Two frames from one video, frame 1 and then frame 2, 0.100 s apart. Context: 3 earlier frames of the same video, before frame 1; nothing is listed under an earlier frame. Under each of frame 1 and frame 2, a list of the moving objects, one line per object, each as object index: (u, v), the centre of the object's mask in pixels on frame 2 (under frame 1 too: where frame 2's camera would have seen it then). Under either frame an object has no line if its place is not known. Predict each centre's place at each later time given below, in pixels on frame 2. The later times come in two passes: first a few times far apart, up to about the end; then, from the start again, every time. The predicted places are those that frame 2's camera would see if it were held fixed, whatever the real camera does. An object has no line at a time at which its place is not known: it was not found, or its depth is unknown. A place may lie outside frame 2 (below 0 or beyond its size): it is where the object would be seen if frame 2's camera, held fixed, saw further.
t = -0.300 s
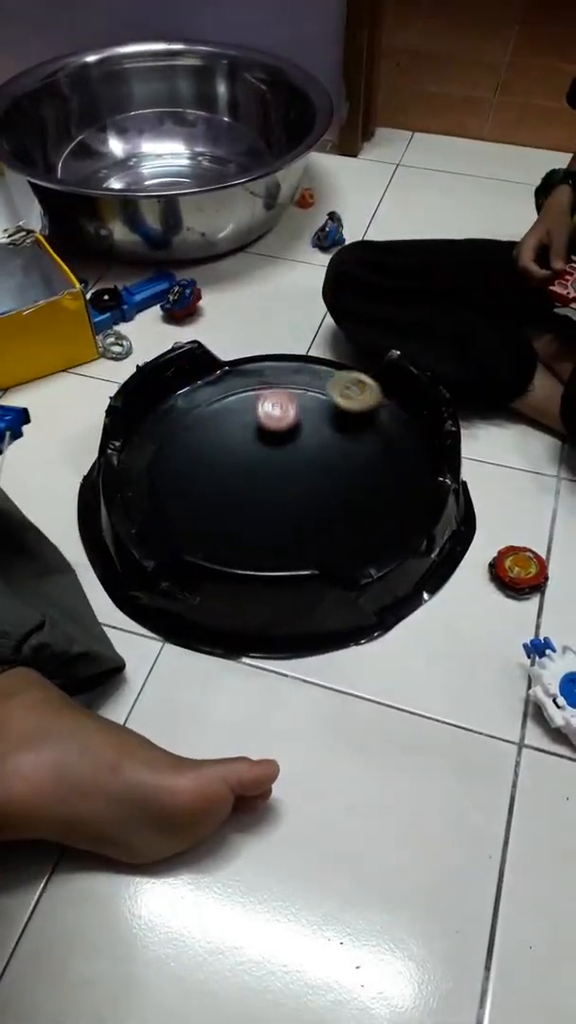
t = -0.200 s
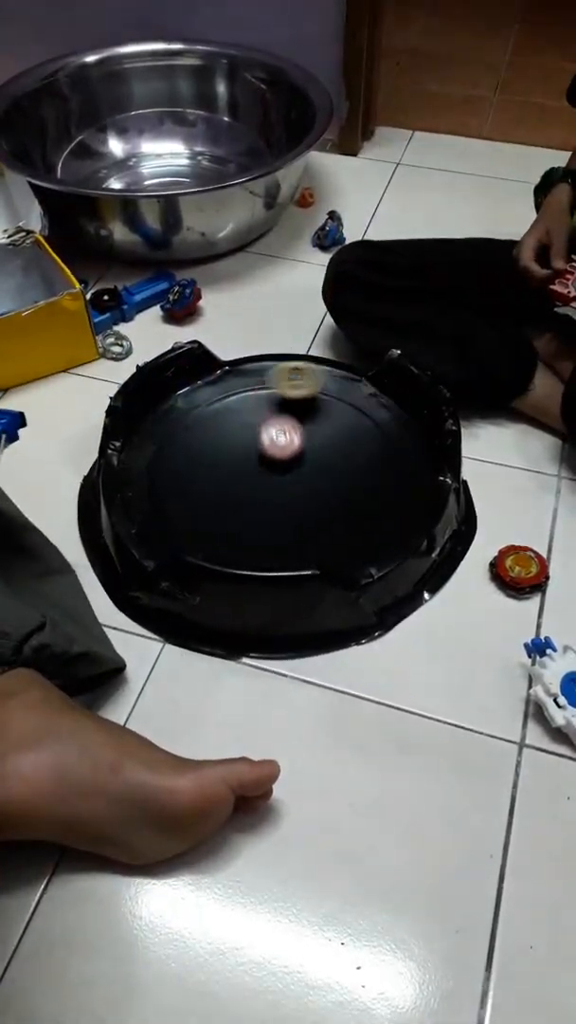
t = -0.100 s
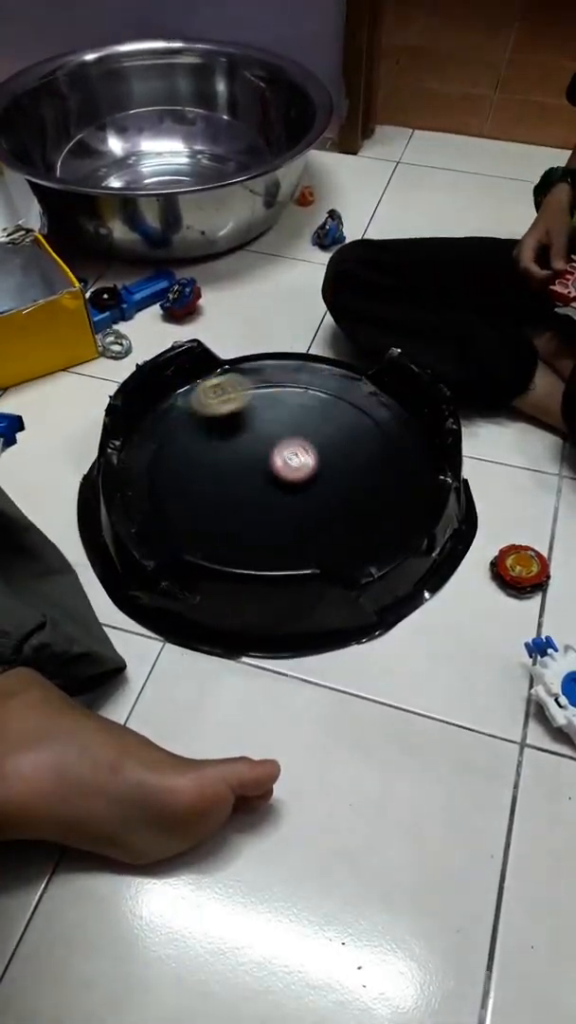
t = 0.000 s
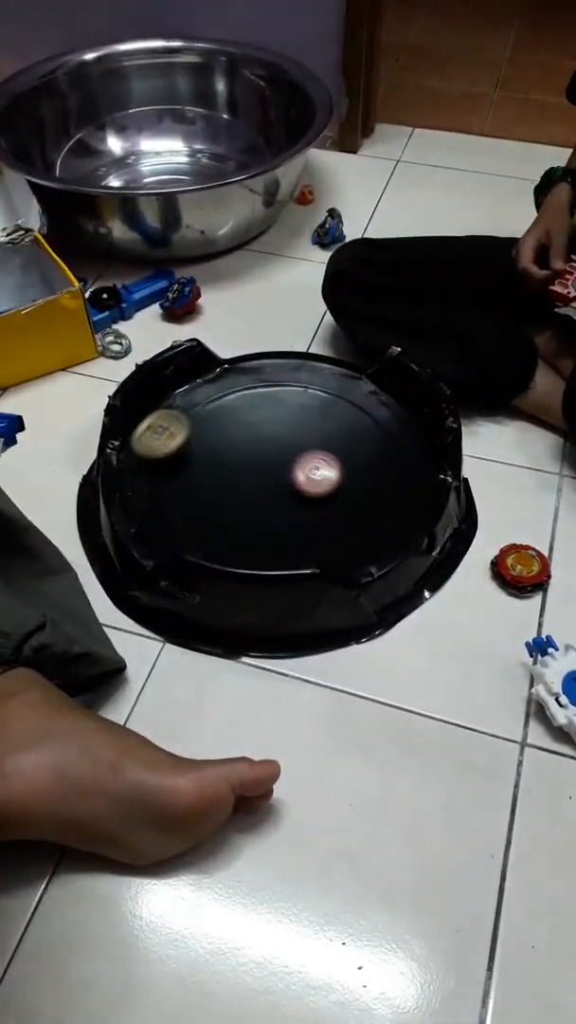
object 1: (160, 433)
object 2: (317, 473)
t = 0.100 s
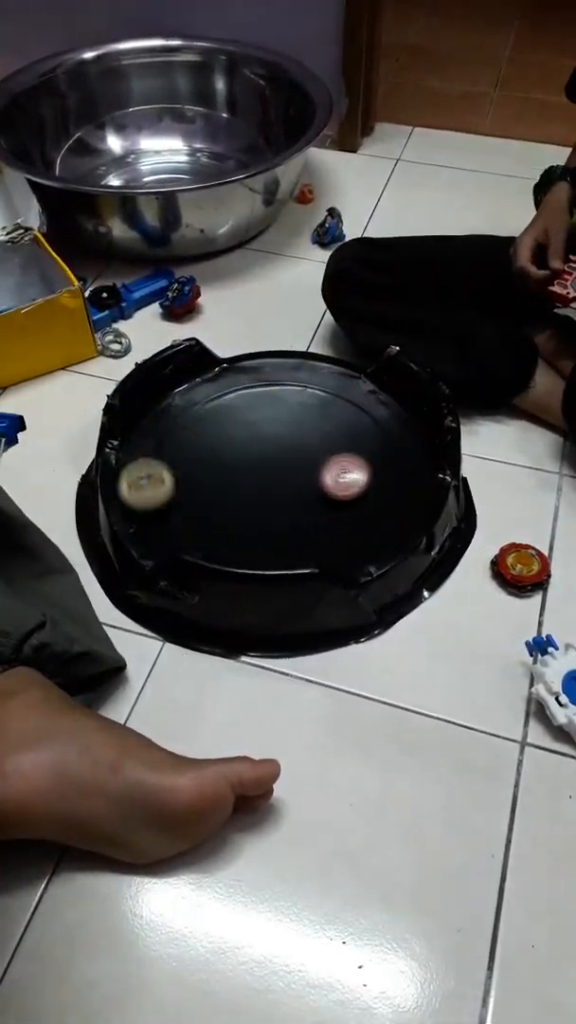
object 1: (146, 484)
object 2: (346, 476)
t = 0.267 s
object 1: (220, 538)
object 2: (385, 462)
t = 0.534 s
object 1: (370, 465)
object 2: (375, 423)
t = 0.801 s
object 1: (291, 470)
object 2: (286, 363)
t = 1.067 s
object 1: (239, 531)
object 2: (210, 458)
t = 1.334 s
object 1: (325, 524)
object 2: (258, 545)
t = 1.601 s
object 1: (271, 429)
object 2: (347, 522)
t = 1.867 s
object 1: (144, 441)
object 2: (327, 476)
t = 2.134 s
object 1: (176, 509)
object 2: (243, 473)
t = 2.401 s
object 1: (309, 484)
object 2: (199, 492)
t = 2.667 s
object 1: (283, 378)
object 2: (208, 507)
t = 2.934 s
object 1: (185, 424)
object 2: (243, 494)
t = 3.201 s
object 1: (245, 502)
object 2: (311, 456)
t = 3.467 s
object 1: (348, 451)
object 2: (307, 407)
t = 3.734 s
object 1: (297, 419)
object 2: (253, 399)
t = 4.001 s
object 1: (302, 505)
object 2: (193, 422)
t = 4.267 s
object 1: (360, 495)
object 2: (220, 486)
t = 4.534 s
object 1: (298, 464)
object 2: (300, 508)
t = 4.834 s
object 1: (193, 491)
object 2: (350, 476)
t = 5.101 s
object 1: (220, 523)
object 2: (311, 457)
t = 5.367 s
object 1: (283, 491)
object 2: (251, 444)
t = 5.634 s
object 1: (269, 442)
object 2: (202, 442)
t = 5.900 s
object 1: (259, 446)
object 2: (155, 459)
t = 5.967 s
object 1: (267, 448)
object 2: (154, 466)
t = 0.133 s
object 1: (152, 502)
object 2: (355, 475)
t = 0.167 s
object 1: (162, 520)
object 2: (364, 473)
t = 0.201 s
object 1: (178, 530)
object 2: (371, 470)
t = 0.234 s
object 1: (199, 532)
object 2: (379, 466)
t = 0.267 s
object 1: (220, 538)
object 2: (385, 462)
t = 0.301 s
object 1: (245, 535)
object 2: (390, 459)
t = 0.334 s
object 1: (270, 532)
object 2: (394, 455)
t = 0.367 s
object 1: (293, 525)
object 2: (395, 451)
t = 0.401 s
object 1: (317, 515)
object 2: (392, 448)
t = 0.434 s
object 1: (339, 502)
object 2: (386, 445)
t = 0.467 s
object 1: (356, 486)
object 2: (380, 443)
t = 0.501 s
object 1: (366, 472)
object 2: (377, 434)
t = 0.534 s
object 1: (370, 465)
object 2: (375, 423)
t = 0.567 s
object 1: (369, 457)
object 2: (371, 414)
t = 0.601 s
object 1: (364, 448)
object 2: (363, 409)
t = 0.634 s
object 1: (356, 450)
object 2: (352, 393)
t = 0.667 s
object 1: (344, 454)
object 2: (340, 378)
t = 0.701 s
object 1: (331, 457)
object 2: (326, 368)
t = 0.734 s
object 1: (318, 461)
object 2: (311, 362)
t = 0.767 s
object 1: (304, 465)
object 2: (297, 360)
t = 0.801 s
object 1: (291, 470)
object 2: (286, 363)
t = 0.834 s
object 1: (277, 477)
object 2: (274, 370)
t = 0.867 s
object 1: (265, 484)
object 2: (264, 379)
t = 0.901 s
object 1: (254, 492)
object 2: (253, 390)
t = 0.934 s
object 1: (246, 500)
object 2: (242, 403)
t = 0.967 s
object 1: (240, 509)
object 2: (231, 417)
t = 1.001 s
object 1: (237, 517)
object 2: (221, 430)
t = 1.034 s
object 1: (237, 524)
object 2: (214, 444)
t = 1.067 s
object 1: (239, 531)
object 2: (210, 458)
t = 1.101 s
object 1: (246, 537)
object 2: (210, 472)
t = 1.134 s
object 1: (254, 542)
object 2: (211, 484)
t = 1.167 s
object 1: (264, 544)
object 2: (214, 498)
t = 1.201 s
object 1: (277, 545)
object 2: (220, 510)
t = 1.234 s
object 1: (291, 543)
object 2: (226, 521)
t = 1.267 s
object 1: (304, 539)
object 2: (235, 530)
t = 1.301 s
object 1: (316, 533)
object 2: (246, 538)
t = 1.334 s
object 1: (325, 524)
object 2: (258, 545)
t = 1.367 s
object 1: (330, 514)
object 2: (271, 549)
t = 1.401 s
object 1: (333, 502)
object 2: (284, 552)
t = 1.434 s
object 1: (333, 488)
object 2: (297, 552)
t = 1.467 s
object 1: (327, 474)
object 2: (310, 549)
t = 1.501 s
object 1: (318, 461)
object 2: (323, 544)
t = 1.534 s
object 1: (305, 449)
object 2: (334, 537)
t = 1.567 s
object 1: (288, 438)
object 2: (342, 529)
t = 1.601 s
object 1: (271, 429)
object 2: (347, 522)
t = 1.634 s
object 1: (252, 421)
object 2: (350, 515)
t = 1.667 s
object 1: (235, 418)
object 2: (352, 507)
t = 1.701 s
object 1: (216, 417)
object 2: (352, 501)
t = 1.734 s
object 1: (199, 418)
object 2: (350, 495)
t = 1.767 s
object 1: (182, 421)
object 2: (346, 489)
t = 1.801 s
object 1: (168, 426)
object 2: (342, 483)
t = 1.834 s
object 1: (156, 432)
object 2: (335, 479)
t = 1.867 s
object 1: (144, 441)
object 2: (327, 476)
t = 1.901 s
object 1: (135, 450)
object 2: (317, 473)
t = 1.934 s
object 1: (131, 457)
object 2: (307, 472)
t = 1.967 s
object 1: (134, 467)
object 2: (295, 471)
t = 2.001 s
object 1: (139, 476)
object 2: (284, 470)
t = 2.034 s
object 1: (145, 485)
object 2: (273, 470)
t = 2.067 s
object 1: (154, 493)
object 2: (263, 471)
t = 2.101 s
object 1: (163, 501)
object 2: (252, 472)
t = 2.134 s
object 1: (176, 509)
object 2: (243, 473)
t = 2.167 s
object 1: (191, 514)
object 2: (235, 475)
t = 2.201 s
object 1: (207, 518)
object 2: (227, 477)
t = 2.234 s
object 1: (224, 520)
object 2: (219, 479)
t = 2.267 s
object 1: (242, 519)
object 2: (213, 481)
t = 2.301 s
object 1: (261, 515)
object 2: (207, 484)
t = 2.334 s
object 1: (279, 507)
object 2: (204, 487)
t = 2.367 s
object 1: (296, 497)
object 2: (201, 490)
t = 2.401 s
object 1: (309, 484)
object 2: (199, 492)
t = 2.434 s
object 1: (319, 469)
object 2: (198, 495)
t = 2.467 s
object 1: (325, 453)
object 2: (197, 497)
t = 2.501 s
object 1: (327, 437)
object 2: (197, 500)
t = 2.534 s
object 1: (325, 422)
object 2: (199, 502)
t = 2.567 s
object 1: (319, 408)
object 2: (200, 504)
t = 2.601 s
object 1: (309, 395)
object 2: (202, 506)
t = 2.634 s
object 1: (297, 385)
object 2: (205, 506)
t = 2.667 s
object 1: (283, 378)
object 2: (208, 507)
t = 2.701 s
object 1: (269, 375)
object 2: (212, 507)
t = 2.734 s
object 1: (253, 375)
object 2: (216, 506)
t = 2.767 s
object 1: (237, 381)
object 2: (220, 505)
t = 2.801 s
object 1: (223, 388)
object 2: (224, 504)
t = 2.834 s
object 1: (208, 397)
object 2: (229, 502)
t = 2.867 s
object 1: (196, 406)
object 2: (234, 500)
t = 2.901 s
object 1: (188, 414)
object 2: (238, 497)
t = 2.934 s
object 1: (185, 424)
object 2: (243, 494)
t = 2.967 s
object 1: (185, 435)
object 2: (248, 490)
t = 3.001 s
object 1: (189, 448)
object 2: (253, 487)
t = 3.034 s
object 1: (197, 461)
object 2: (257, 483)
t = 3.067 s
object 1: (206, 473)
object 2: (263, 479)
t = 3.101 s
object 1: (210, 482)
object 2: (279, 474)
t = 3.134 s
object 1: (219, 490)
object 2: (293, 469)
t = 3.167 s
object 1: (230, 497)
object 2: (304, 463)
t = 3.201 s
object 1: (245, 502)
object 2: (311, 456)
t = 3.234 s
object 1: (263, 505)
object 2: (316, 449)
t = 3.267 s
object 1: (280, 505)
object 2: (319, 441)
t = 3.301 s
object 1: (298, 501)
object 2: (320, 433)
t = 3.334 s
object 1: (314, 495)
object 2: (319, 427)
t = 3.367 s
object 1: (328, 486)
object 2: (316, 420)
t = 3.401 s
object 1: (338, 475)
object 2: (313, 415)
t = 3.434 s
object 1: (345, 463)
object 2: (311, 411)
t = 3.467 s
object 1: (348, 451)
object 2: (307, 407)
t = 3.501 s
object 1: (348, 439)
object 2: (303, 405)
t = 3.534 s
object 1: (344, 428)
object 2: (299, 402)
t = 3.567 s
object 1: (337, 419)
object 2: (293, 400)
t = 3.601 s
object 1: (333, 414)
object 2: (282, 396)
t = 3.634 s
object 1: (327, 413)
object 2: (273, 394)
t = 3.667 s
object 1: (319, 413)
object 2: (265, 395)
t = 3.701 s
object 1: (308, 415)
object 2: (259, 396)
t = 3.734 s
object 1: (297, 419)
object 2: (253, 399)
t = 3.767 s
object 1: (288, 429)
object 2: (243, 398)
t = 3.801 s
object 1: (285, 442)
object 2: (231, 395)
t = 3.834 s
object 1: (284, 456)
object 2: (221, 396)
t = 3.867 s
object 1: (284, 468)
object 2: (213, 399)
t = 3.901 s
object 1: (287, 480)
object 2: (207, 403)
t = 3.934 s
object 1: (290, 490)
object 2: (201, 409)
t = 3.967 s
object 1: (296, 499)
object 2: (196, 414)
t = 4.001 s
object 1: (302, 505)
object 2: (193, 422)
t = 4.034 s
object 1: (310, 509)
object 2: (192, 429)
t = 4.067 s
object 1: (318, 512)
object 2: (191, 437)
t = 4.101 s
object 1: (326, 512)
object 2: (192, 446)
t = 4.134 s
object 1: (335, 511)
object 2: (195, 456)
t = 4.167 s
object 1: (342, 509)
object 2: (199, 464)
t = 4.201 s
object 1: (350, 505)
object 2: (204, 471)
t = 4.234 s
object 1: (356, 501)
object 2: (212, 479)
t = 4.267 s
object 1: (360, 495)
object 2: (220, 486)
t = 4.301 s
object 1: (363, 489)
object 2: (229, 492)
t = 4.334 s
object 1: (361, 484)
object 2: (240, 497)
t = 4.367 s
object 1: (356, 480)
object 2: (250, 501)
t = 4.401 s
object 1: (349, 475)
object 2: (261, 504)
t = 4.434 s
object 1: (339, 471)
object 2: (272, 506)
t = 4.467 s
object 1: (326, 468)
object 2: (282, 507)
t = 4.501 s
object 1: (311, 467)
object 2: (292, 507)
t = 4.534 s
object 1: (298, 464)
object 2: (300, 508)
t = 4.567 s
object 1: (282, 462)
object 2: (308, 508)
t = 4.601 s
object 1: (266, 462)
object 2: (317, 505)
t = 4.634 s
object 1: (252, 463)
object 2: (326, 503)
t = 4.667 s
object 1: (237, 465)
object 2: (334, 500)
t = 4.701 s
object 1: (224, 469)
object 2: (339, 496)
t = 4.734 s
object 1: (214, 473)
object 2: (343, 491)
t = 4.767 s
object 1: (205, 479)
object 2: (347, 486)
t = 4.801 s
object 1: (197, 485)
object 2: (349, 480)
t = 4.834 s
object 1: (193, 491)
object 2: (350, 476)
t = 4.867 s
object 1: (190, 497)
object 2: (349, 472)
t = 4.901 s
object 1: (190, 503)
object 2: (347, 468)
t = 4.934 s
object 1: (190, 508)
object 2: (343, 465)
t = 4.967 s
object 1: (192, 513)
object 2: (339, 462)
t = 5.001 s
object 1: (197, 517)
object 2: (333, 459)
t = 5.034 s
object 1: (203, 520)
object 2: (327, 458)
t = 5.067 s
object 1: (211, 522)
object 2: (319, 458)
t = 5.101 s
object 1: (220, 523)
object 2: (311, 457)
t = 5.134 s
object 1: (231, 522)
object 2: (303, 457)
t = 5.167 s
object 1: (241, 519)
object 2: (295, 458)
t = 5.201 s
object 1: (251, 515)
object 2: (287, 459)
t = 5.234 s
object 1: (260, 509)
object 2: (279, 460)
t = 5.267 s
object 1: (268, 502)
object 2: (272, 461)
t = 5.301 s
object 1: (274, 495)
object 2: (265, 460)
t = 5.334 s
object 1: (279, 494)
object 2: (258, 451)
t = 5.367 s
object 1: (283, 491)
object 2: (251, 444)
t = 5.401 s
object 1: (285, 486)
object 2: (245, 439)
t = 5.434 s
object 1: (286, 480)
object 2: (238, 437)
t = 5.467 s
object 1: (288, 472)
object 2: (230, 437)
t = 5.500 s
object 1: (288, 465)
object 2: (224, 436)
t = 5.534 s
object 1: (285, 459)
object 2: (217, 437)
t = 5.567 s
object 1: (280, 453)
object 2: (212, 439)
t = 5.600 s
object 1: (275, 448)
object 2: (206, 441)
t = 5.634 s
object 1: (269, 442)
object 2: (202, 442)
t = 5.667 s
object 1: (263, 440)
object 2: (199, 444)
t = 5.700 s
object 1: (258, 439)
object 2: (196, 446)
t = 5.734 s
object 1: (251, 439)
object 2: (194, 448)
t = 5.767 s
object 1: (245, 441)
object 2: (187, 450)
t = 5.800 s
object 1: (248, 442)
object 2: (172, 452)
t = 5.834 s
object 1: (251, 443)
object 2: (163, 454)
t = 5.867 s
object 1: (255, 445)
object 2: (158, 457)
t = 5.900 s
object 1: (259, 446)
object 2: (155, 459)
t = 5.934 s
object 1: (263, 447)
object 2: (154, 462)
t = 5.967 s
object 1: (267, 448)
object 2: (154, 466)
